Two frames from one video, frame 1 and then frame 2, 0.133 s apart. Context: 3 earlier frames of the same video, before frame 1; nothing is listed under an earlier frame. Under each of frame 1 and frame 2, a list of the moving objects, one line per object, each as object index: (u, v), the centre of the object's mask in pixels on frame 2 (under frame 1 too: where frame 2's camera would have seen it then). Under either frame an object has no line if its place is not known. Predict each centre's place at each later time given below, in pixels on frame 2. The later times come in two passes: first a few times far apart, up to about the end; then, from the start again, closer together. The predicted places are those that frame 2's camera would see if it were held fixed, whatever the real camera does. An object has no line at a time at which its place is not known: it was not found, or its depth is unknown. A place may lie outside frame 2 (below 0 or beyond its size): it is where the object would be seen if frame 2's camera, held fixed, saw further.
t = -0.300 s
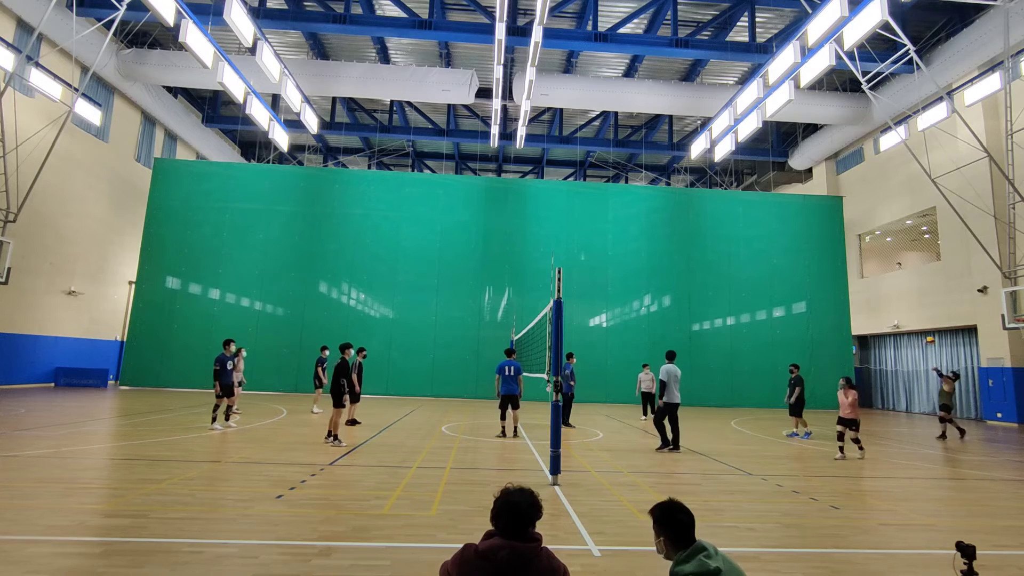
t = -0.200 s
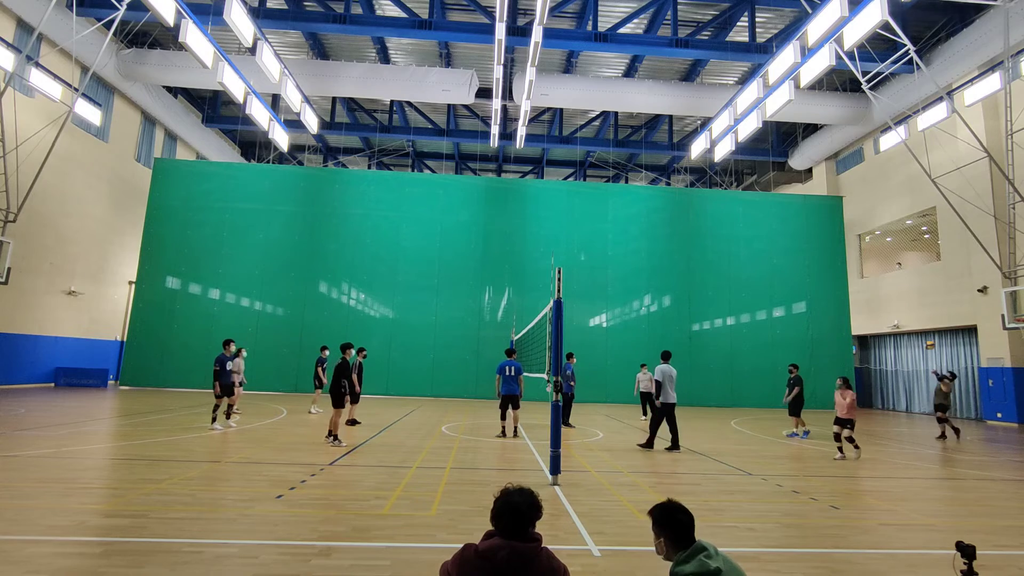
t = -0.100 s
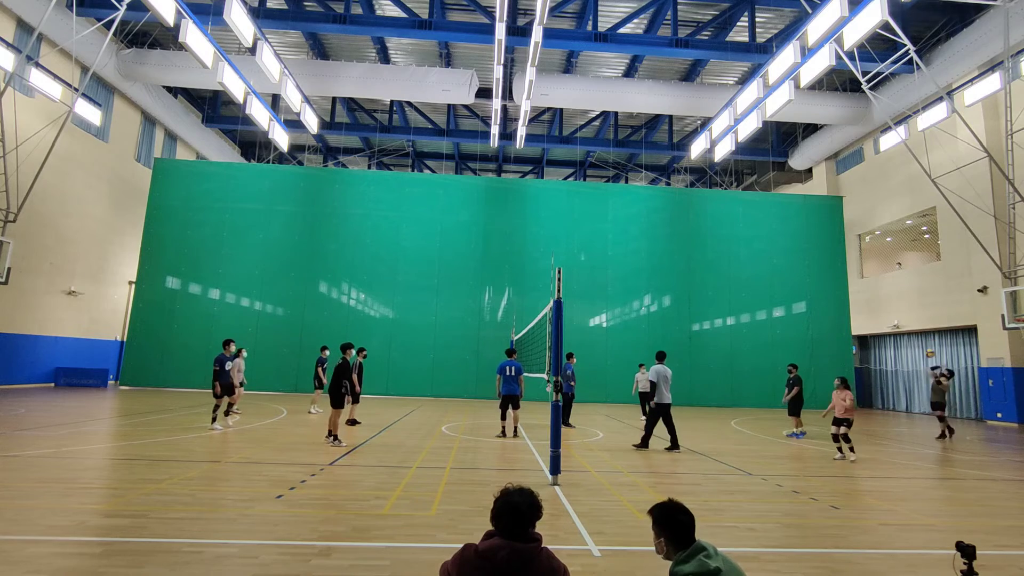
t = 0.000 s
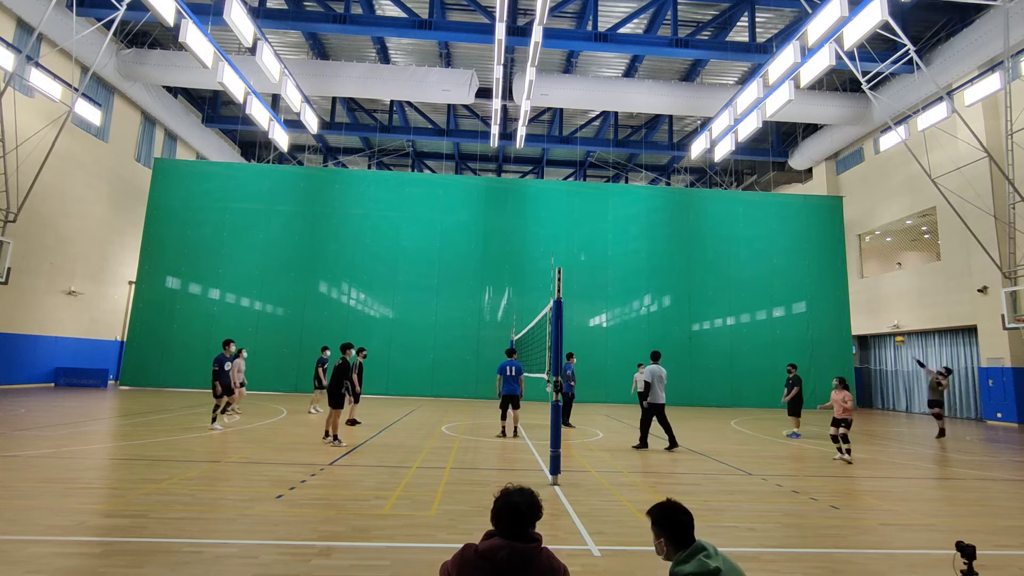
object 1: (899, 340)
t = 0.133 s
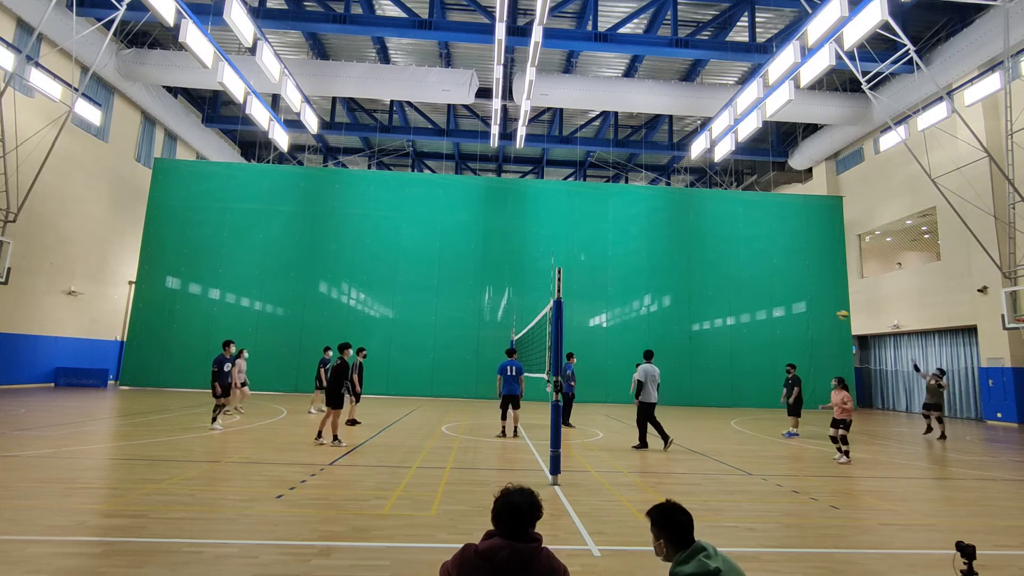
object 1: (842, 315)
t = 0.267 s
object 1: (781, 295)
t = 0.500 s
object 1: (671, 277)
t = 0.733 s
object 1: (550, 285)
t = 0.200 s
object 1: (812, 304)
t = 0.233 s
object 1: (797, 299)
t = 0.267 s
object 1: (781, 295)
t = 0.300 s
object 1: (766, 291)
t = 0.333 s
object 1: (750, 288)
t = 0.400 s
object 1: (719, 282)
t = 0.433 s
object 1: (703, 280)
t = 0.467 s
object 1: (687, 278)
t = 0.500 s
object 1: (671, 277)
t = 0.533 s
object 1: (654, 277)
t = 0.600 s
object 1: (621, 277)
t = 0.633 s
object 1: (604, 279)
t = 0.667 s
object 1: (586, 280)
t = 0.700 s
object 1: (568, 282)
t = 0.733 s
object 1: (550, 285)
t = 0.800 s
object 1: (514, 292)
